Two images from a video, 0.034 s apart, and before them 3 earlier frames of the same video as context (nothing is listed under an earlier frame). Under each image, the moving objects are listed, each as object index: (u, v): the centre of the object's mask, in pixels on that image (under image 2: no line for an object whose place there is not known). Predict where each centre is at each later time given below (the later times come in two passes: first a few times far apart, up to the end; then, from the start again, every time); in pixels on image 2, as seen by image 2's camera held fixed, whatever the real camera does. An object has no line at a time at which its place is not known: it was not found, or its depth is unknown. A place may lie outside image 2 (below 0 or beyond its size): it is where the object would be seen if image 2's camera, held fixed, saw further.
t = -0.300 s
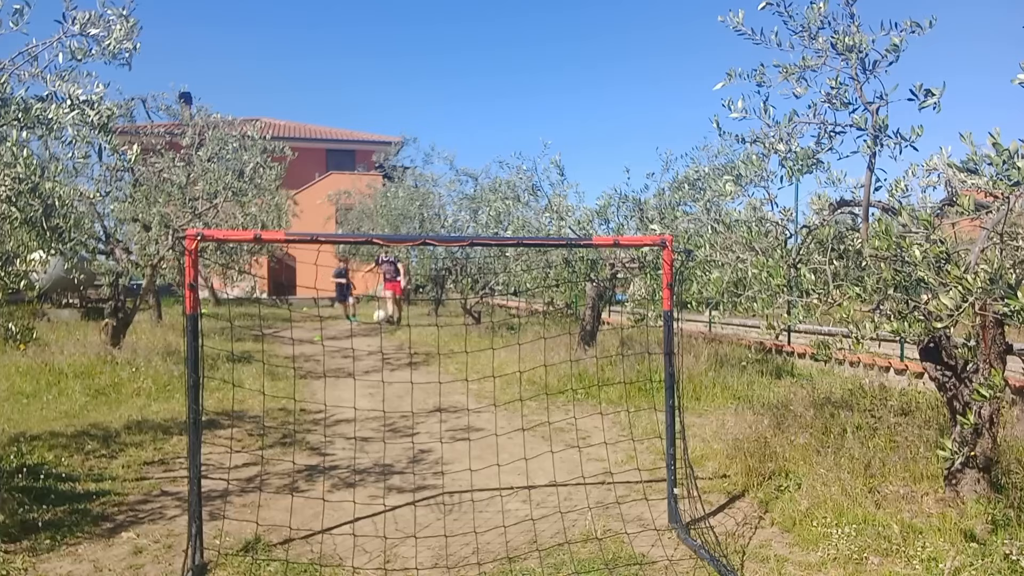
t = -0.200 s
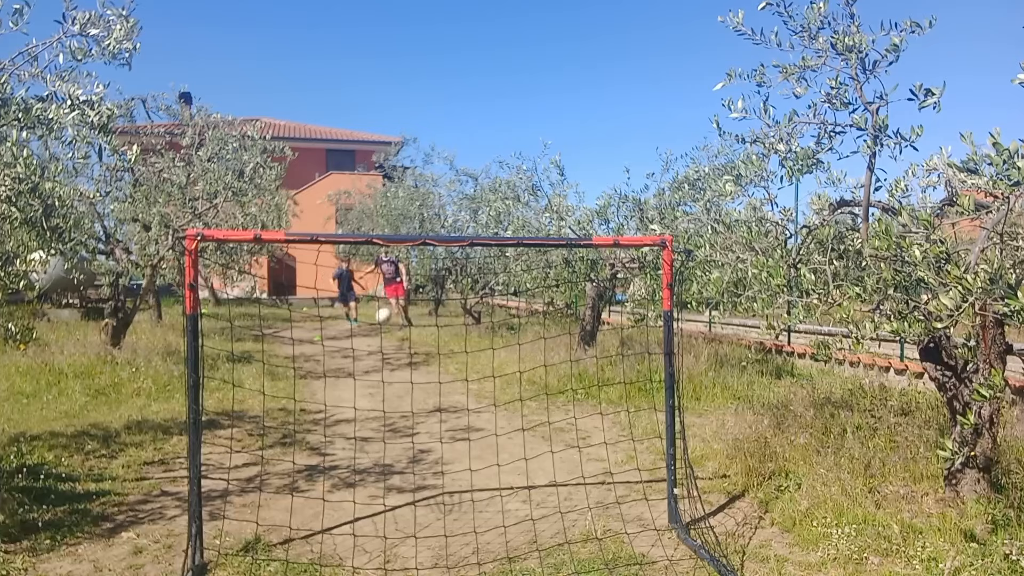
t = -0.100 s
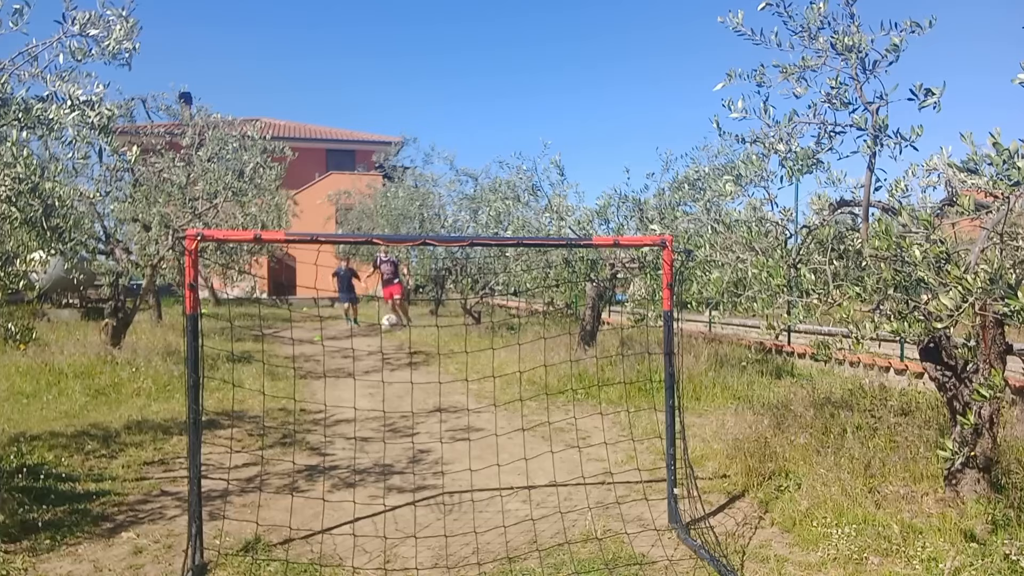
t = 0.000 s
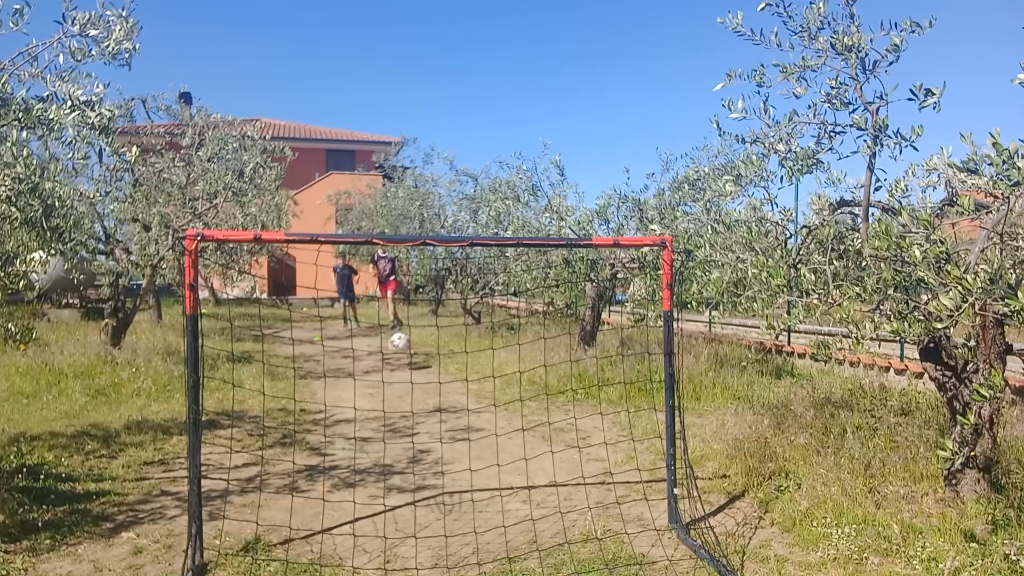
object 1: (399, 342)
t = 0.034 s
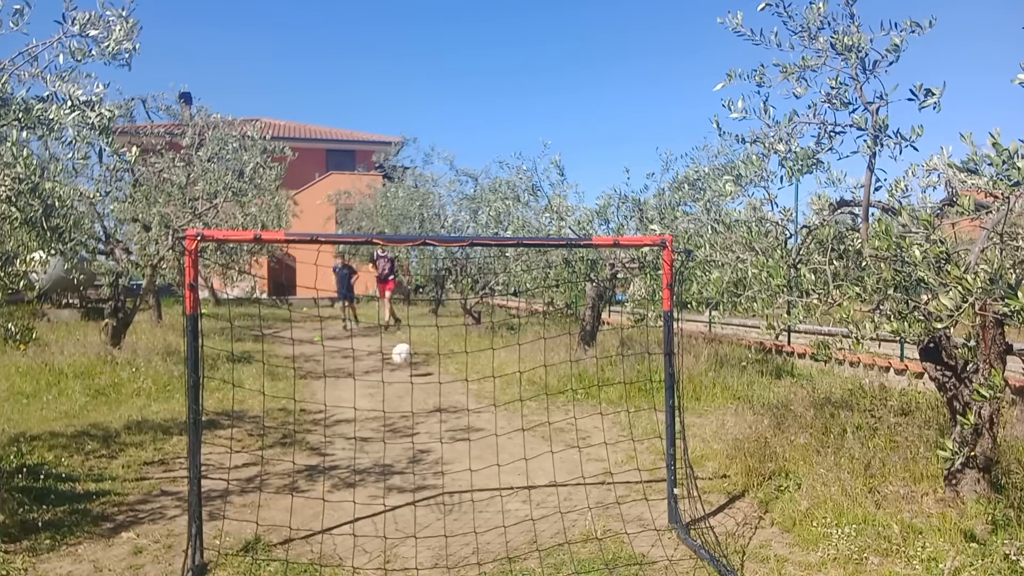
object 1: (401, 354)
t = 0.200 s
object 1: (425, 378)
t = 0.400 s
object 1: (471, 440)
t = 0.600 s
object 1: (580, 561)
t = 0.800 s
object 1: (524, 407)
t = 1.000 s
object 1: (479, 382)
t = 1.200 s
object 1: (447, 446)
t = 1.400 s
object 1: (433, 421)
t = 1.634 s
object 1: (426, 422)
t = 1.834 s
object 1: (419, 432)
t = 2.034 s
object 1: (412, 439)
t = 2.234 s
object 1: (401, 433)
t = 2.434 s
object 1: (395, 429)
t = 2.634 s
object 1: (389, 427)
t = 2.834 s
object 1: (384, 423)
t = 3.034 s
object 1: (377, 420)
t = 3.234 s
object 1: (372, 418)
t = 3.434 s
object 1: (368, 415)
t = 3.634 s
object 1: (364, 413)
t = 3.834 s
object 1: (363, 412)
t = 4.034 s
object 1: (362, 410)
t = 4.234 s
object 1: (362, 409)
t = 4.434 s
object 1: (363, 408)
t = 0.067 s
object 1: (407, 368)
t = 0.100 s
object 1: (412, 379)
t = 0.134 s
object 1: (416, 377)
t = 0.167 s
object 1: (420, 376)
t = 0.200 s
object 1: (425, 378)
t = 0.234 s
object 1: (429, 380)
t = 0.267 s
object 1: (436, 385)
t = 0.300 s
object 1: (443, 393)
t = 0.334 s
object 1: (450, 404)
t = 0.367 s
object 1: (460, 419)
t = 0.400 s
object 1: (471, 440)
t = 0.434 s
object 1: (486, 468)
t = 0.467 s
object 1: (503, 505)
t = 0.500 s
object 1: (523, 548)
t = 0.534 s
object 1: (543, 555)
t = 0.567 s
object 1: (564, 563)
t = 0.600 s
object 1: (580, 561)
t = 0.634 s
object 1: (575, 539)
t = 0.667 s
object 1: (566, 503)
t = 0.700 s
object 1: (555, 471)
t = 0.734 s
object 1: (544, 445)
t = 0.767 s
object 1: (534, 424)
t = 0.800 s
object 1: (524, 407)
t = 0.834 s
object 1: (515, 394)
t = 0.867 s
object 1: (507, 386)
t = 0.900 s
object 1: (500, 380)
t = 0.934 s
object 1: (493, 378)
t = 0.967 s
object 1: (485, 379)
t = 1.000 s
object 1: (479, 382)
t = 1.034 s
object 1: (473, 388)
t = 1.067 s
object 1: (467, 396)
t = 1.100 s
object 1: (462, 406)
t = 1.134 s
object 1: (456, 418)
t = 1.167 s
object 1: (452, 431)
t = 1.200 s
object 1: (447, 446)
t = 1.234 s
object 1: (442, 463)
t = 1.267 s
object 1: (439, 466)
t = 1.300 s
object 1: (438, 451)
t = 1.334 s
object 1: (436, 440)
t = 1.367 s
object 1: (435, 430)
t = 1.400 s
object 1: (433, 421)
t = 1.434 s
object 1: (432, 415)
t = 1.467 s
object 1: (431, 411)
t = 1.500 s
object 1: (430, 410)
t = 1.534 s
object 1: (429, 410)
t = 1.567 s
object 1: (427, 412)
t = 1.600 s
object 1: (427, 416)
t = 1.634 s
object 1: (426, 422)
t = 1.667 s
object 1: (425, 430)
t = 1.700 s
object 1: (425, 438)
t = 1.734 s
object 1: (424, 452)
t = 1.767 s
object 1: (422, 444)
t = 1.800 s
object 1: (420, 435)
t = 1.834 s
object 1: (419, 432)
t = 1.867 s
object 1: (418, 430)
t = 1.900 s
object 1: (416, 426)
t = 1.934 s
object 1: (415, 427)
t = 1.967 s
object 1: (414, 429)
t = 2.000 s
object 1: (413, 432)
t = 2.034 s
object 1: (412, 439)
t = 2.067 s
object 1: (411, 437)
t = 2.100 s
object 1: (409, 432)
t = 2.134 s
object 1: (407, 430)
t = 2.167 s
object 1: (405, 428)
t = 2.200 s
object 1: (404, 431)
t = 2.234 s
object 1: (401, 433)
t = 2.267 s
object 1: (401, 433)
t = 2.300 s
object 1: (400, 430)
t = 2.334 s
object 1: (398, 428)
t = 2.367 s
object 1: (397, 428)
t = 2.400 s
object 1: (397, 429)
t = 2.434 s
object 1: (395, 429)
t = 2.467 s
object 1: (394, 428)
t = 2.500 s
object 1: (393, 428)
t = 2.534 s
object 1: (392, 428)
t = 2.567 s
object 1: (391, 427)
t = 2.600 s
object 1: (390, 426)
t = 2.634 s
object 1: (389, 427)
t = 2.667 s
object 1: (388, 426)
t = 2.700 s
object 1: (387, 426)
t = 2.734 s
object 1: (386, 424)
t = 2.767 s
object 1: (385, 424)
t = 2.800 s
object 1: (385, 424)
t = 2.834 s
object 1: (384, 423)
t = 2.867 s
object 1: (383, 423)
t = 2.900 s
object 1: (381, 423)
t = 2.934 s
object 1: (381, 422)
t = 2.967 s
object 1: (380, 421)
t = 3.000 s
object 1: (378, 420)
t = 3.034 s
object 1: (377, 420)
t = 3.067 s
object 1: (376, 420)
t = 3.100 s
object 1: (375, 419)
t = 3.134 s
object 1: (374, 418)
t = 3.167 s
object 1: (373, 418)
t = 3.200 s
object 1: (372, 418)
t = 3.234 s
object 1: (372, 418)
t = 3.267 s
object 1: (371, 417)
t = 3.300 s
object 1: (370, 417)
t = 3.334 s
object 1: (369, 416)
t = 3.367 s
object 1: (368, 416)
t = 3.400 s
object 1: (368, 416)
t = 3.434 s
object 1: (368, 415)
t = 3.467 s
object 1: (367, 415)
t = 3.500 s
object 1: (366, 415)
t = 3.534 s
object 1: (365, 414)
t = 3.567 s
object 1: (365, 414)
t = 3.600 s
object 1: (364, 414)
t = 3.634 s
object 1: (364, 413)
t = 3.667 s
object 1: (363, 413)
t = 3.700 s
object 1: (363, 413)
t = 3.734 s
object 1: (363, 412)
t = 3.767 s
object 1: (363, 412)
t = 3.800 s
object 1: (363, 412)
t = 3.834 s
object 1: (363, 412)
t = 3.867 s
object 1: (363, 412)
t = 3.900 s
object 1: (363, 411)
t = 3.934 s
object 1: (362, 411)
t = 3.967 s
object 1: (362, 411)
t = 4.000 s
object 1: (362, 411)
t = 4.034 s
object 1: (362, 410)
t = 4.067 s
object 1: (362, 410)
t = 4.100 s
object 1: (362, 410)
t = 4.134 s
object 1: (362, 410)
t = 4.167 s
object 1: (362, 409)
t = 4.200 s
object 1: (362, 409)
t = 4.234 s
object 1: (362, 409)
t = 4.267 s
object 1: (362, 409)
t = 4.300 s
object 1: (362, 409)
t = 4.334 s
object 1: (362, 408)
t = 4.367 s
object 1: (362, 408)
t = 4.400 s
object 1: (363, 408)
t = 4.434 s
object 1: (363, 408)
